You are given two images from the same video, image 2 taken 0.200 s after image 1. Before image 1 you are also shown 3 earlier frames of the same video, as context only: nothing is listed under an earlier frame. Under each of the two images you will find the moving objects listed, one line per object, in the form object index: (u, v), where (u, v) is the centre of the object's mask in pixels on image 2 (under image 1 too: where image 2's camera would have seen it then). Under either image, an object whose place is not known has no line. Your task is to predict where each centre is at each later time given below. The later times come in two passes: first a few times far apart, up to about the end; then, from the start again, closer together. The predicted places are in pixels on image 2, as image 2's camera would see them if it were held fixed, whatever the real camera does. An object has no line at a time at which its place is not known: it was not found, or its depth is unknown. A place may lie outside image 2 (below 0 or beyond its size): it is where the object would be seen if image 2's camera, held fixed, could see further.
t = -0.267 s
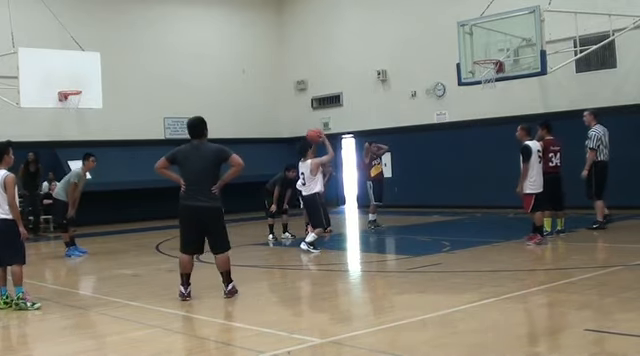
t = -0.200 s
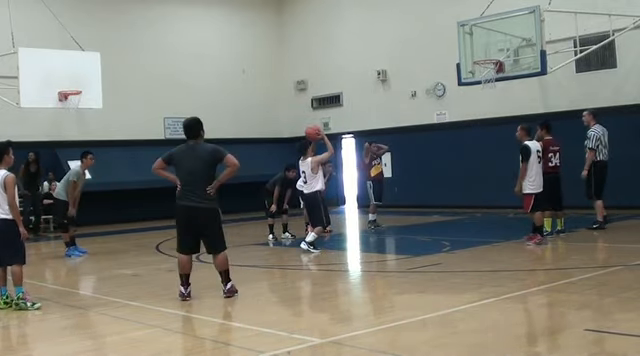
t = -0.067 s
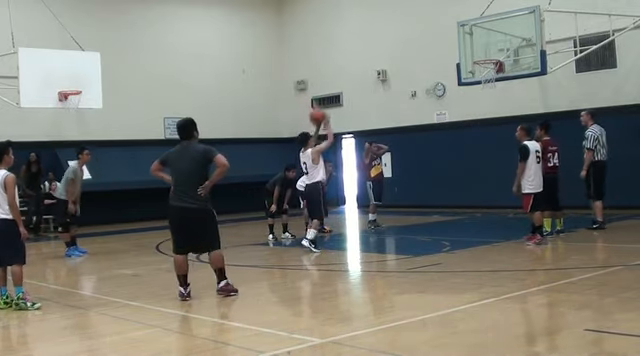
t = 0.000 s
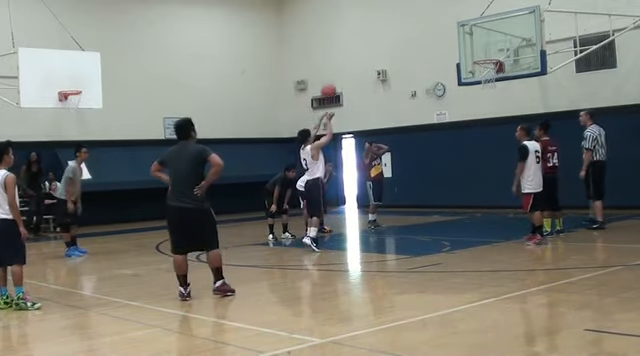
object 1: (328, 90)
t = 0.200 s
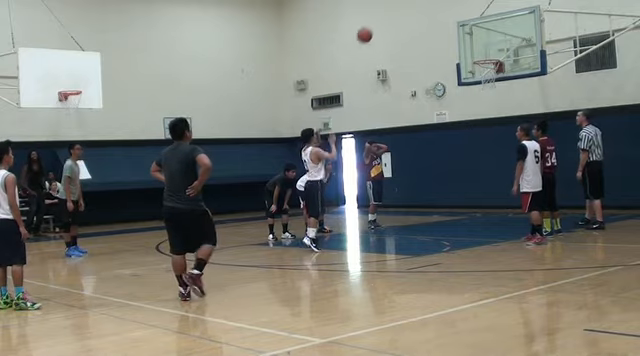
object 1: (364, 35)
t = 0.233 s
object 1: (370, 28)
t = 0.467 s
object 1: (409, 5)
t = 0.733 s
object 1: (449, 14)
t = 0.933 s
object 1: (478, 46)
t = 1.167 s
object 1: (490, 101)
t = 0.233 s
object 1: (370, 28)
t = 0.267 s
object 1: (376, 23)
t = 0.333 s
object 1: (387, 13)
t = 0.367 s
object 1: (393, 9)
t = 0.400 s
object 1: (398, 7)
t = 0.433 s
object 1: (404, 5)
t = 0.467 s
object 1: (409, 5)
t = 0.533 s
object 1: (419, 4)
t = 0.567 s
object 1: (425, 4)
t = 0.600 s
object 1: (430, 5)
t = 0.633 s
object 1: (435, 6)
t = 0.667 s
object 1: (440, 8)
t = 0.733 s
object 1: (449, 14)
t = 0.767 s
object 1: (454, 18)
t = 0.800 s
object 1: (459, 23)
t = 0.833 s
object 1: (464, 28)
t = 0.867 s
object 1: (469, 33)
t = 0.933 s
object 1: (478, 46)
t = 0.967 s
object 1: (483, 53)
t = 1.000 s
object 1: (488, 61)
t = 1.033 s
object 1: (490, 67)
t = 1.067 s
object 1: (490, 75)
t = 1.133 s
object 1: (490, 91)
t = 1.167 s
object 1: (490, 101)
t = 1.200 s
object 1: (490, 110)
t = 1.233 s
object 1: (490, 120)
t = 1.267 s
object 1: (490, 130)
